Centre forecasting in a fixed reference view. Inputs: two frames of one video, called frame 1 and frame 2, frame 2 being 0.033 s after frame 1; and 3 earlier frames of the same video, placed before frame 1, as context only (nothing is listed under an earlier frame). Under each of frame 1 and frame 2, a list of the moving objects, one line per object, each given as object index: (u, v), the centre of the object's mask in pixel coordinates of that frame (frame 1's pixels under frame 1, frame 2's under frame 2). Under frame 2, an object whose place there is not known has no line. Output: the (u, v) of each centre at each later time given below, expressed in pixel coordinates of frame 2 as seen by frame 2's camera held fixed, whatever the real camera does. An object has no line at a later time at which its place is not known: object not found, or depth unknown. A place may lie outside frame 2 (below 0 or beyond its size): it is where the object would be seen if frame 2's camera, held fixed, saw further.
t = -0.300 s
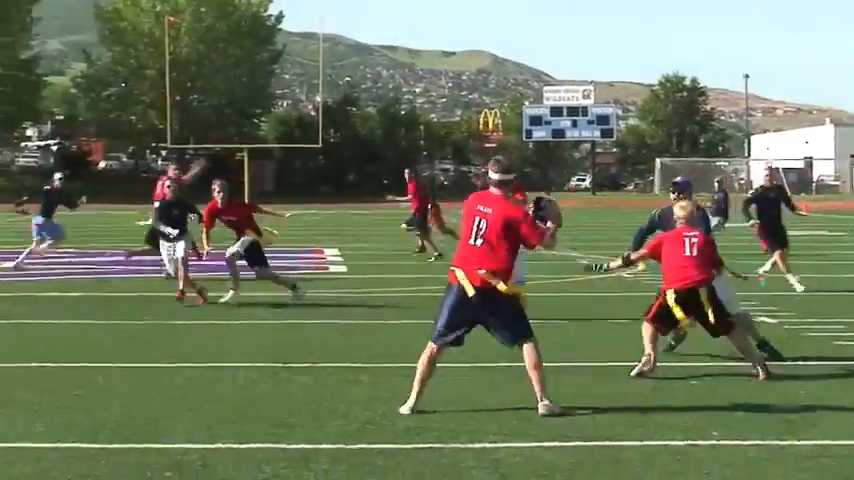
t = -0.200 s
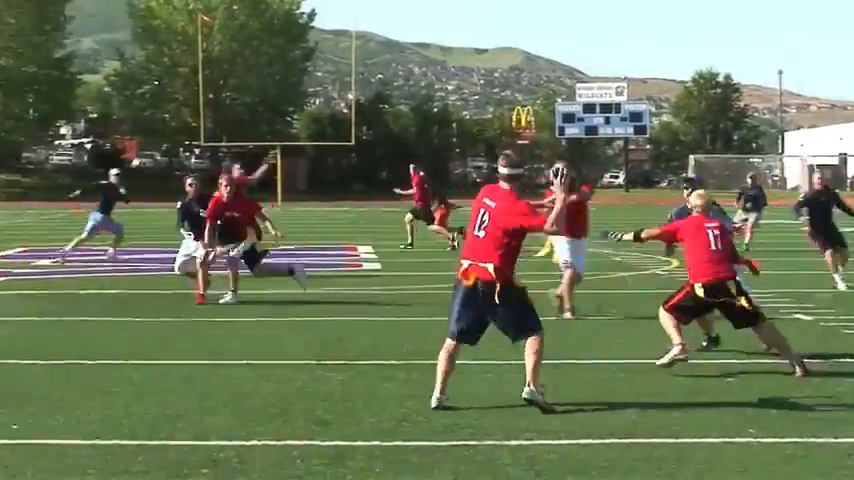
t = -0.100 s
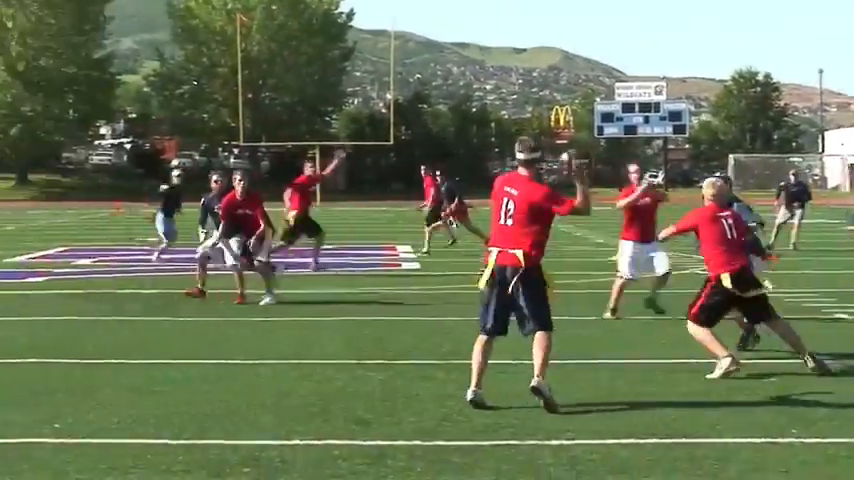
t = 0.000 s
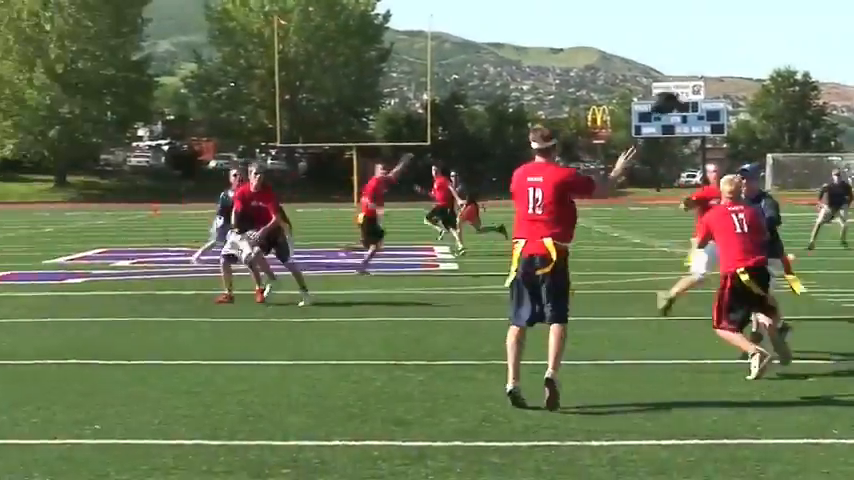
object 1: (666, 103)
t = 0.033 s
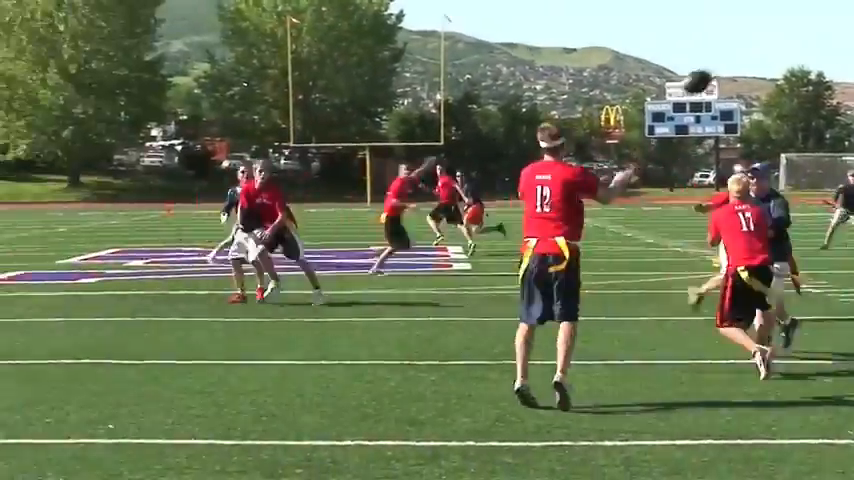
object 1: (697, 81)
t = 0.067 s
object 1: (716, 64)
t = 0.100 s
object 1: (733, 47)
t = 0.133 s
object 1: (749, 32)
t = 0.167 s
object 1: (766, 20)
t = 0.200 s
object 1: (783, 8)
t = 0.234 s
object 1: (800, 1)
